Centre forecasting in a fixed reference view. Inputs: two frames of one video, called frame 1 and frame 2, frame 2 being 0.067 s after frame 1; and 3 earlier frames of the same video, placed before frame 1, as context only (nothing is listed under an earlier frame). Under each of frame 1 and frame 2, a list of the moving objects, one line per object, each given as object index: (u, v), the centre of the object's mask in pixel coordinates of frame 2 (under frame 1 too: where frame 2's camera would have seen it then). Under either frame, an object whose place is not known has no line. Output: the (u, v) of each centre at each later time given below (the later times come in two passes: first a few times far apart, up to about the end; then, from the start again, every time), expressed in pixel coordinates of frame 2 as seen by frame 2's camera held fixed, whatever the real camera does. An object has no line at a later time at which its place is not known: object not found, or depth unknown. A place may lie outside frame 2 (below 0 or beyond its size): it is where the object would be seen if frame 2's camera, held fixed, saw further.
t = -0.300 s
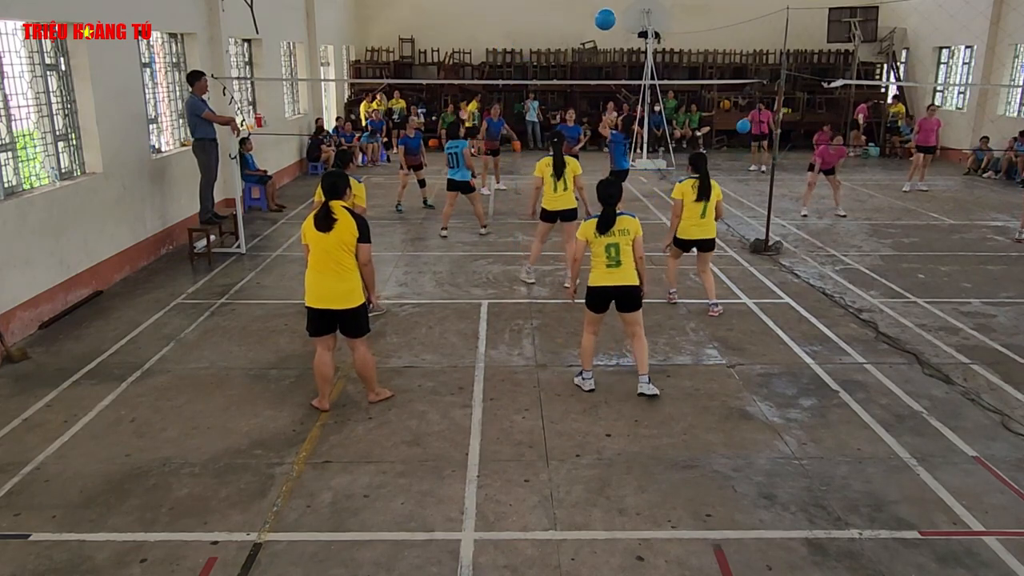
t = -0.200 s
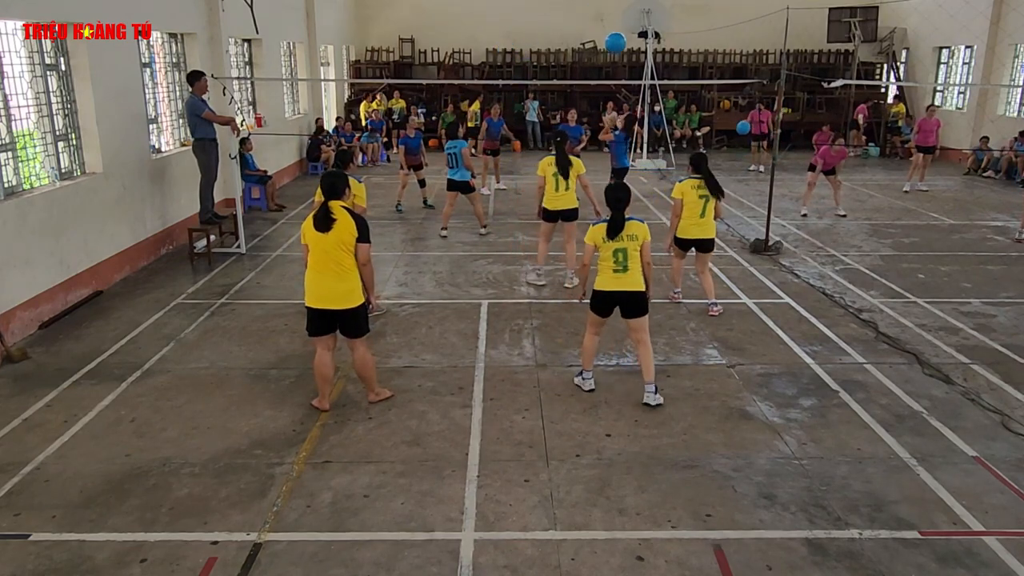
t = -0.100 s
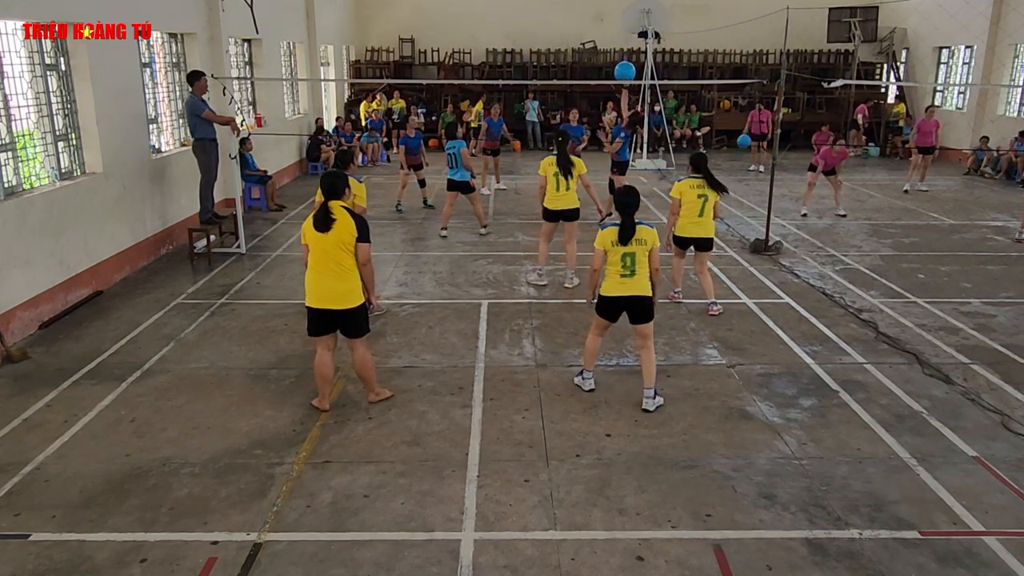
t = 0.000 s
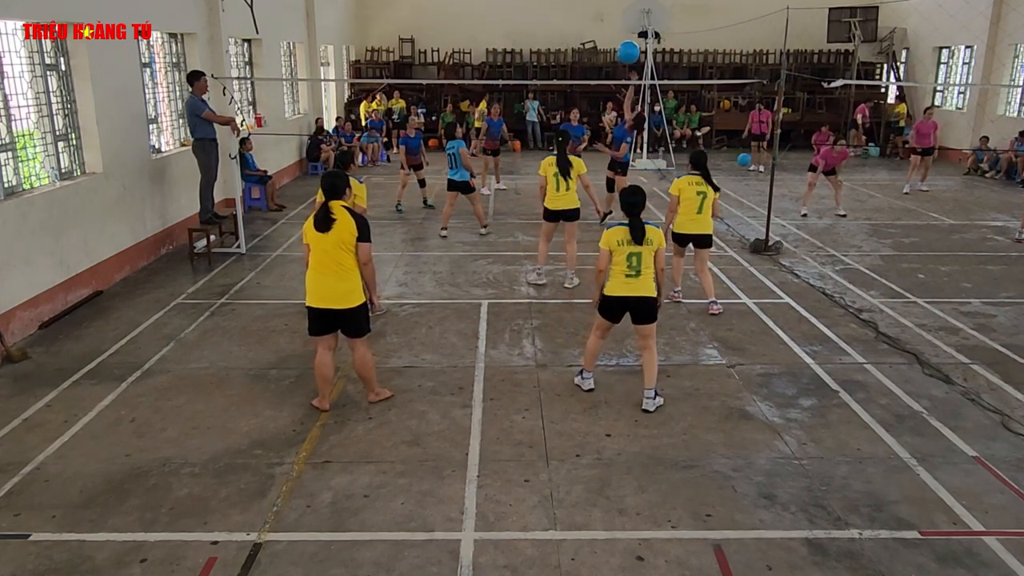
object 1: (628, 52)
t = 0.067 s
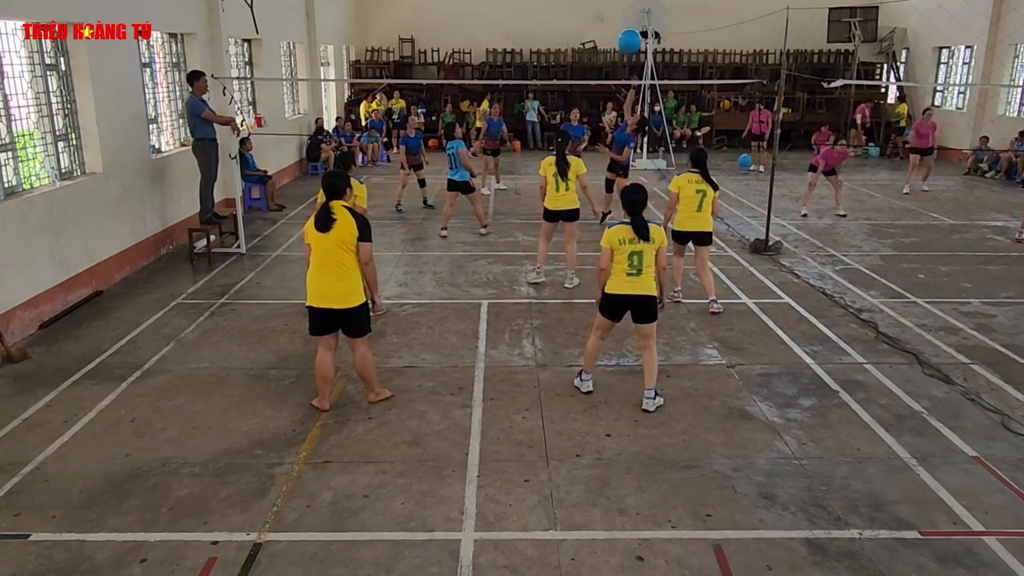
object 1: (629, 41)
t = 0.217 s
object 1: (633, 27)
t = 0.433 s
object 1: (641, 42)
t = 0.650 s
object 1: (649, 114)
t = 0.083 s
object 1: (630, 39)
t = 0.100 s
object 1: (630, 36)
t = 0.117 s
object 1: (631, 34)
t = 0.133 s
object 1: (631, 33)
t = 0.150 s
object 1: (631, 31)
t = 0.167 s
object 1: (632, 30)
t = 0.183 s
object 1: (632, 28)
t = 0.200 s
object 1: (632, 28)
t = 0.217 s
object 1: (633, 27)
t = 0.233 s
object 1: (633, 27)
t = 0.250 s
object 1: (633, 26)
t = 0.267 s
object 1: (634, 26)
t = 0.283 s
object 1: (635, 26)
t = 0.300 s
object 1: (635, 27)
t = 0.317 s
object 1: (636, 27)
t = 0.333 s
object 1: (637, 29)
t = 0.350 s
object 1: (638, 30)
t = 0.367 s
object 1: (638, 32)
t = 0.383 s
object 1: (639, 34)
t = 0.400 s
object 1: (639, 36)
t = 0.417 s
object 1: (640, 39)
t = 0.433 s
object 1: (641, 42)
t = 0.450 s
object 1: (642, 46)
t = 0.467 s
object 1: (642, 49)
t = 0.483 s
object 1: (643, 54)
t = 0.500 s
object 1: (643, 58)
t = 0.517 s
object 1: (644, 63)
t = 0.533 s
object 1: (644, 68)
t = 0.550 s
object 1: (645, 73)
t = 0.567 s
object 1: (646, 80)
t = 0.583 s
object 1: (646, 86)
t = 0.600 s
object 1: (647, 92)
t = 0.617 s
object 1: (647, 99)
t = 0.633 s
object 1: (648, 107)
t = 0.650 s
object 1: (649, 114)
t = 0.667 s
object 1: (649, 122)
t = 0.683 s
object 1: (650, 131)
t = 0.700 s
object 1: (650, 139)
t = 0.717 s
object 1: (651, 149)
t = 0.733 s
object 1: (652, 159)
